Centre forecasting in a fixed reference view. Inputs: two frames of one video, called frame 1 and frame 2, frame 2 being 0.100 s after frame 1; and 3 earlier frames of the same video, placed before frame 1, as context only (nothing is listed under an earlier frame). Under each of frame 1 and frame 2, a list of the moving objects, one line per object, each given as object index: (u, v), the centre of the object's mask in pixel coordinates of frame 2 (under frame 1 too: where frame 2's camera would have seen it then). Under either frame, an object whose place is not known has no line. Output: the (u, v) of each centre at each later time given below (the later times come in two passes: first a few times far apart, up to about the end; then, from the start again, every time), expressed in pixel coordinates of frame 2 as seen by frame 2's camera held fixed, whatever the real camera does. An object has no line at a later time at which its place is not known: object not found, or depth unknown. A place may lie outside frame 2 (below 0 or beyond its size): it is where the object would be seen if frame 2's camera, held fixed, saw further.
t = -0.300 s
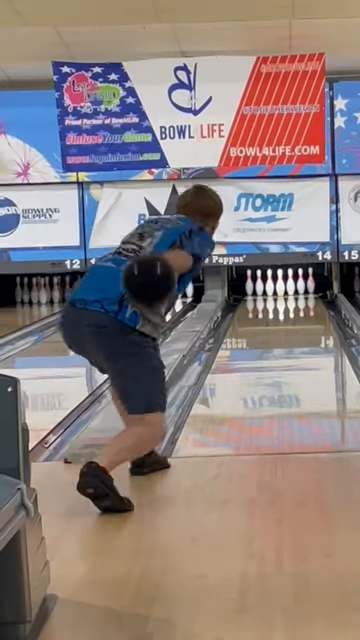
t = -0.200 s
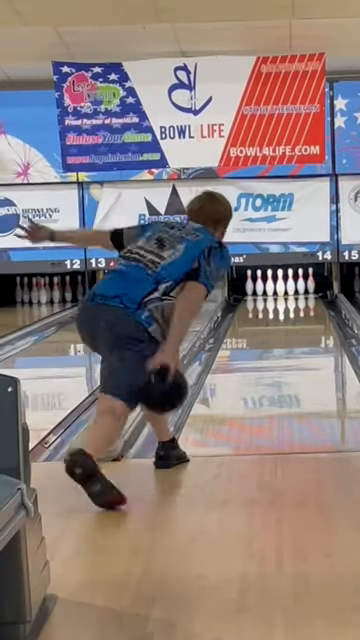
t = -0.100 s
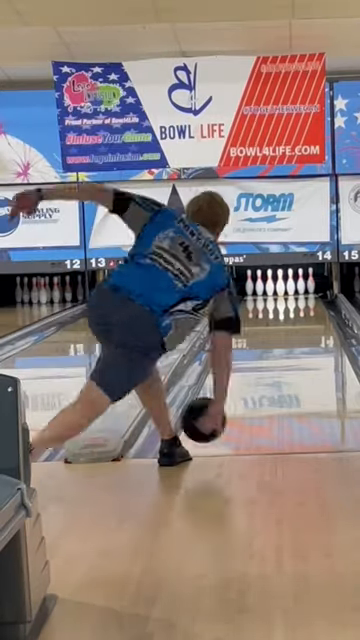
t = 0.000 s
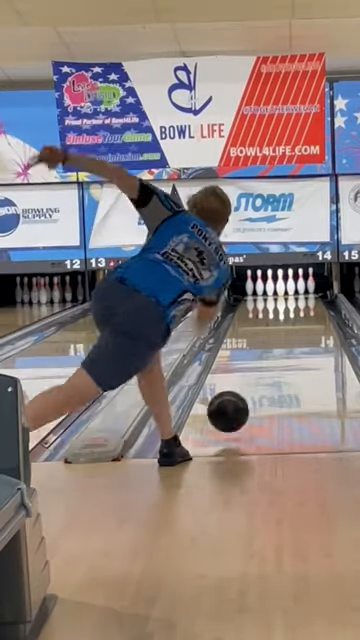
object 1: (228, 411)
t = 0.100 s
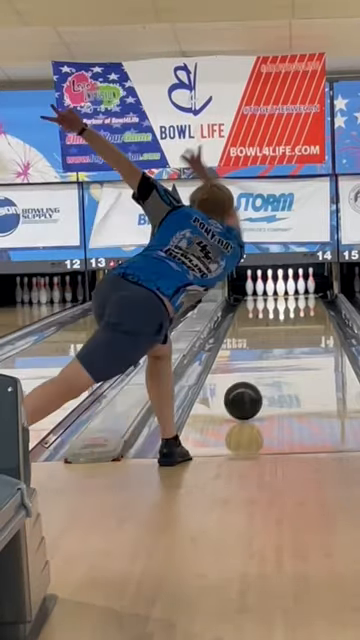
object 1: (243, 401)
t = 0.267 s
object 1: (262, 379)
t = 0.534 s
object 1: (283, 353)
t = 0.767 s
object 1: (296, 336)
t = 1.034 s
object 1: (305, 321)
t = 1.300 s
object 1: (309, 310)
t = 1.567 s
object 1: (309, 300)
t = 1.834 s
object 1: (302, 295)
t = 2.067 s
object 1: (292, 290)
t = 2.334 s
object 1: (283, 288)
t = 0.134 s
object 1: (247, 396)
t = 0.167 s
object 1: (251, 391)
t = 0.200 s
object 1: (255, 387)
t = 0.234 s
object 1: (259, 383)
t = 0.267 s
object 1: (262, 379)
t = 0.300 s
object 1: (265, 375)
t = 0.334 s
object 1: (268, 372)
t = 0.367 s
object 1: (271, 368)
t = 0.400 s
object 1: (274, 365)
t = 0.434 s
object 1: (276, 362)
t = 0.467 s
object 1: (279, 359)
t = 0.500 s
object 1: (281, 356)
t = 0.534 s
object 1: (283, 353)
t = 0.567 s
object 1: (285, 351)
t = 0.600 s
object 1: (287, 348)
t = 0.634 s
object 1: (289, 346)
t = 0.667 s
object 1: (291, 343)
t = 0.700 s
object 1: (293, 341)
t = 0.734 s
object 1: (294, 338)
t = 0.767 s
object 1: (296, 336)
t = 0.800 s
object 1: (297, 334)
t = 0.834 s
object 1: (298, 332)
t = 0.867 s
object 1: (299, 330)
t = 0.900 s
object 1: (301, 328)
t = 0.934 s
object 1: (302, 326)
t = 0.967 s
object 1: (303, 325)
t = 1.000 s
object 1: (304, 323)
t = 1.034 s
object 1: (305, 321)
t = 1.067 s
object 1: (305, 319)
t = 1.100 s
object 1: (306, 318)
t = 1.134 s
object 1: (307, 316)
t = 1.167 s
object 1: (307, 315)
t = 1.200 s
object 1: (308, 313)
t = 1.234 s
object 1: (308, 312)
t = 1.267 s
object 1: (309, 311)
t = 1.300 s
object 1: (309, 310)
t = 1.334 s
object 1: (309, 308)
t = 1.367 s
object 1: (310, 307)
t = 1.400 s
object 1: (310, 306)
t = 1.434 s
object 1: (310, 304)
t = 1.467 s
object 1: (310, 303)
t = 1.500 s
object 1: (310, 302)
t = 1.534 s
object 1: (310, 301)
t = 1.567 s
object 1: (309, 300)
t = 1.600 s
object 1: (309, 300)
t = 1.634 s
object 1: (308, 299)
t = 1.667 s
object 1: (308, 298)
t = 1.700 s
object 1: (306, 297)
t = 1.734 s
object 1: (306, 297)
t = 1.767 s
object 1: (304, 296)
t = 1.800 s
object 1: (303, 295)
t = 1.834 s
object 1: (302, 295)
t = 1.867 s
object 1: (301, 294)
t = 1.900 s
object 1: (300, 294)
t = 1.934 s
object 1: (298, 293)
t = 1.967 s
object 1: (297, 292)
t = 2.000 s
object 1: (295, 292)
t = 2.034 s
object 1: (293, 291)
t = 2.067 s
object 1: (292, 290)
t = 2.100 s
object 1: (290, 289)
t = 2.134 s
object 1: (289, 290)
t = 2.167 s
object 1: (287, 289)
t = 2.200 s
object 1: (286, 289)
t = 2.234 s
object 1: (285, 288)
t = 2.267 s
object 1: (284, 288)
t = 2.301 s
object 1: (284, 289)
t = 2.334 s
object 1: (283, 288)
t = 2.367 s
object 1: (282, 288)
